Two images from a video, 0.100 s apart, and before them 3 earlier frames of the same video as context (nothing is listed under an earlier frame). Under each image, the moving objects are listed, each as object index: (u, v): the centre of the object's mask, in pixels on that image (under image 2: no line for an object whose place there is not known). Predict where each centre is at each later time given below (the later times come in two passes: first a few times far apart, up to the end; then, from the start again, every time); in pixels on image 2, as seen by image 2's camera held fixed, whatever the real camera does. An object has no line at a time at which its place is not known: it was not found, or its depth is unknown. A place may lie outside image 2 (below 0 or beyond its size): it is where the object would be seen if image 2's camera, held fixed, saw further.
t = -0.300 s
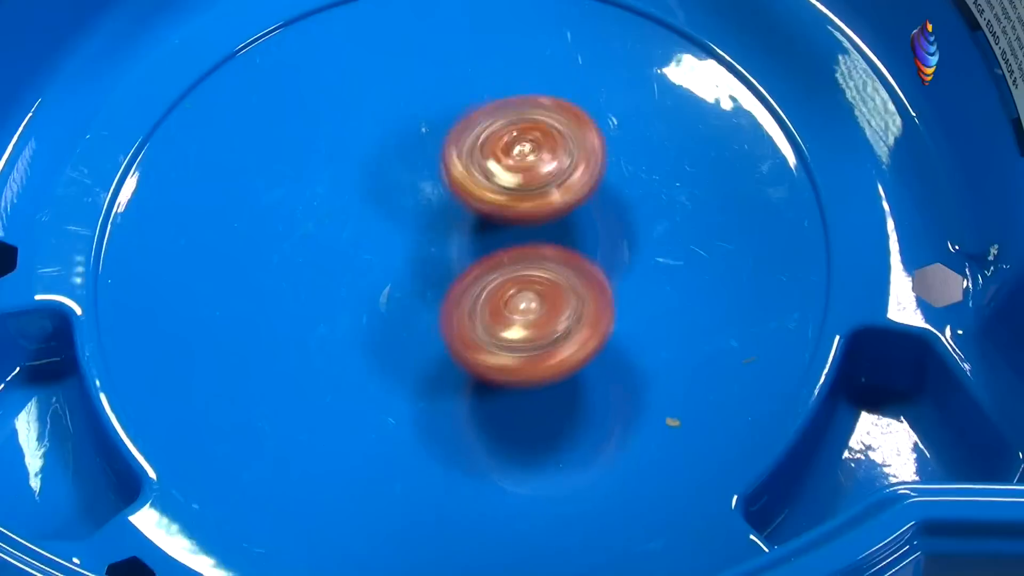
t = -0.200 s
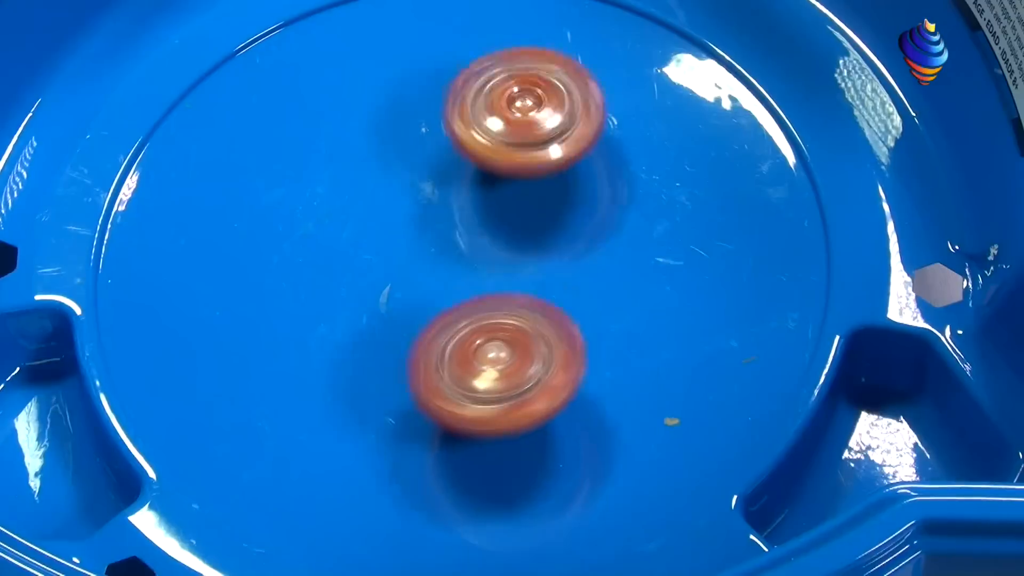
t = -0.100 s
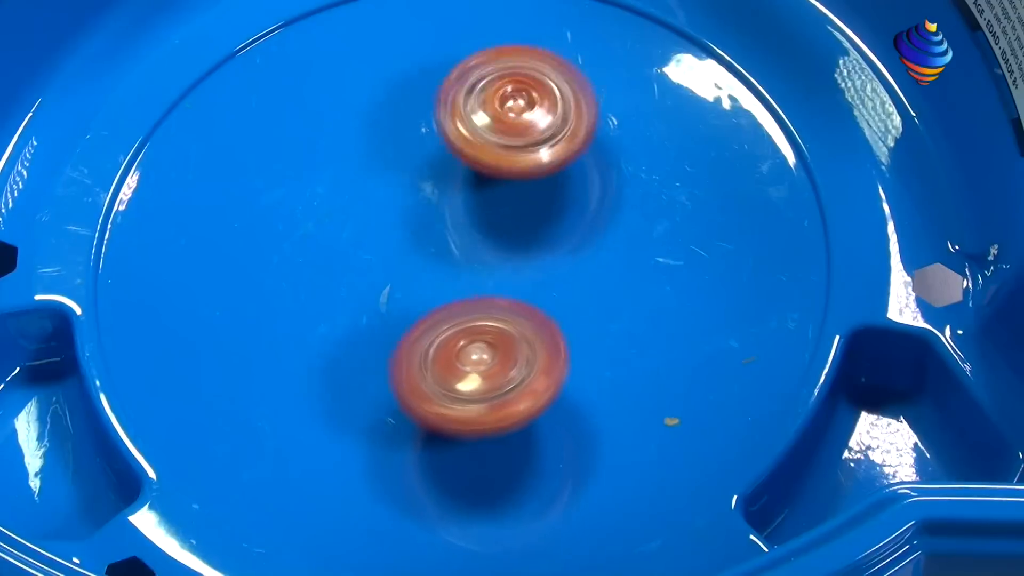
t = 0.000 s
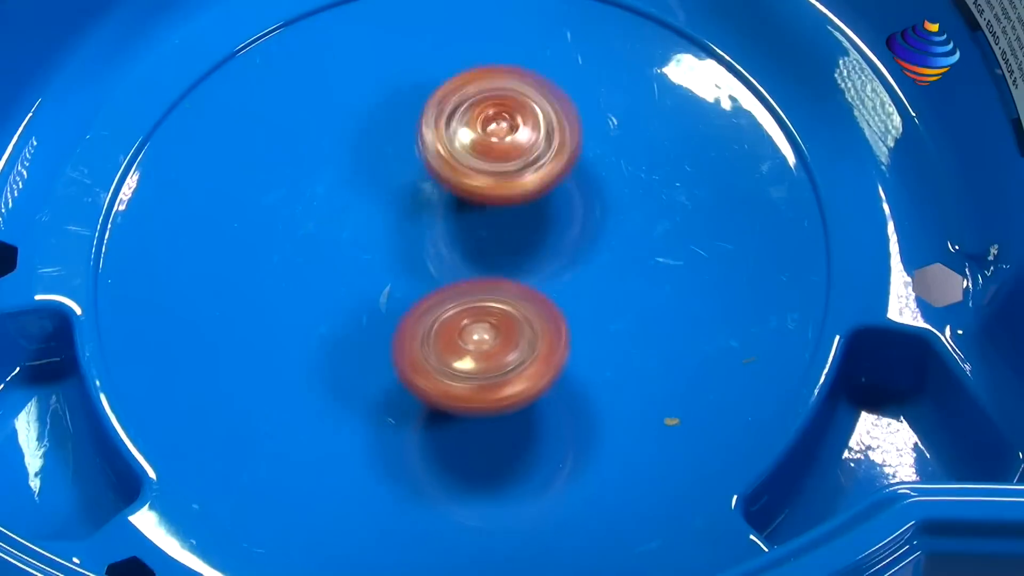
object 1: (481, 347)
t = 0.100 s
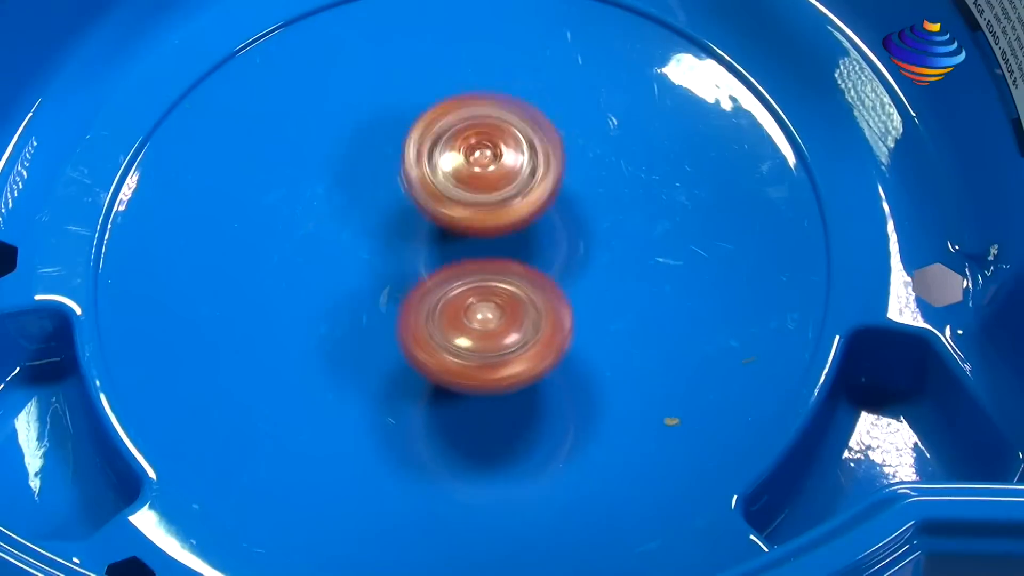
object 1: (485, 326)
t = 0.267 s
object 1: (464, 377)
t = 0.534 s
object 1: (451, 324)
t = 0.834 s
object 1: (414, 339)
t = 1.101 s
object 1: (420, 308)
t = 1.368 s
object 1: (404, 323)
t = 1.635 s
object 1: (449, 277)
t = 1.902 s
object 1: (439, 316)
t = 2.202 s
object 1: (442, 351)
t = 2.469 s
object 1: (478, 328)
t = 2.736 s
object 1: (480, 300)
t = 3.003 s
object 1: (469, 305)
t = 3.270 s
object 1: (469, 281)
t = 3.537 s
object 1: (448, 310)
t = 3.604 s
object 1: (448, 307)
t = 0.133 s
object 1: (485, 319)
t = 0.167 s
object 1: (483, 325)
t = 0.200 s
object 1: (476, 353)
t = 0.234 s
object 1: (470, 371)
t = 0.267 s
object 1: (464, 377)
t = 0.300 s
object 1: (460, 376)
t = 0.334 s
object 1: (456, 373)
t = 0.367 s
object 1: (454, 367)
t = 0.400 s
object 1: (454, 360)
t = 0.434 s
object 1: (453, 351)
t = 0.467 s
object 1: (453, 342)
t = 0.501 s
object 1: (452, 333)
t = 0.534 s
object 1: (451, 324)
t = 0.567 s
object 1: (449, 315)
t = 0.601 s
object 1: (445, 312)
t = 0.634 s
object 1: (433, 332)
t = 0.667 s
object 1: (423, 346)
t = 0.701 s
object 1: (415, 353)
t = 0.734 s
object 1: (410, 355)
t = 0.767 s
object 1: (409, 353)
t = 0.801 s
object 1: (411, 347)
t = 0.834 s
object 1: (414, 339)
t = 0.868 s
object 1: (419, 330)
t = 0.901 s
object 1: (422, 321)
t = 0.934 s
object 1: (425, 313)
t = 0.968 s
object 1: (427, 305)
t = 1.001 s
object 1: (428, 300)
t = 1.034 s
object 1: (424, 307)
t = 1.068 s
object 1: (420, 309)
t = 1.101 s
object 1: (420, 308)
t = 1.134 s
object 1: (422, 304)
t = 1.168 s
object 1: (425, 299)
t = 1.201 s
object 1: (428, 292)
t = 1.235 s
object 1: (416, 309)
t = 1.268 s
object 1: (407, 321)
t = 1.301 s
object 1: (402, 327)
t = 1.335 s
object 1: (401, 327)
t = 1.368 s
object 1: (404, 323)
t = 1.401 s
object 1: (410, 317)
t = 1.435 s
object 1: (416, 310)
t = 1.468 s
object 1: (422, 303)
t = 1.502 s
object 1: (430, 295)
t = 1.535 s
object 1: (439, 286)
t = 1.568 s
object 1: (446, 276)
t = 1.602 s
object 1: (453, 268)
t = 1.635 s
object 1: (449, 277)
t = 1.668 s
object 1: (445, 285)
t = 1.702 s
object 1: (444, 289)
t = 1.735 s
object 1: (446, 289)
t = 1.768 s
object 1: (451, 287)
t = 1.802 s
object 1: (456, 284)
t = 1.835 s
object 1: (462, 280)
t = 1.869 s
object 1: (457, 290)
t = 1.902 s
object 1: (439, 316)
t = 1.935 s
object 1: (425, 336)
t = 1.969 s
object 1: (415, 350)
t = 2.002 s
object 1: (410, 359)
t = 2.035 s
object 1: (411, 362)
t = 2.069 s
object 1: (414, 362)
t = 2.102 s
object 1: (420, 361)
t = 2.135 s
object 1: (427, 357)
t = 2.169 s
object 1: (434, 354)
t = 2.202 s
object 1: (442, 351)
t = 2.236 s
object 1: (449, 347)
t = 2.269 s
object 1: (455, 343)
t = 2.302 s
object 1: (462, 339)
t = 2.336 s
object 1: (466, 335)
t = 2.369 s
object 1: (470, 331)
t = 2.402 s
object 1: (474, 325)
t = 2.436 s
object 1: (477, 319)
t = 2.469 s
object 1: (478, 328)
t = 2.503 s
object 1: (476, 335)
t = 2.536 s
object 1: (476, 336)
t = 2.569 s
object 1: (474, 333)
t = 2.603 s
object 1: (476, 328)
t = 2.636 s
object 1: (477, 321)
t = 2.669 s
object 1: (479, 315)
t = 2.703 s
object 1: (480, 307)
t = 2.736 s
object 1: (480, 300)
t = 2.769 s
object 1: (481, 294)
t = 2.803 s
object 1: (480, 293)
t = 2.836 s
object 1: (479, 292)
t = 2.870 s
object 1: (479, 289)
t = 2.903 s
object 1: (477, 292)
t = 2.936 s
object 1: (474, 300)
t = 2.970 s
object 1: (470, 305)
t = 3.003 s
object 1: (469, 305)
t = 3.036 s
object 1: (467, 304)
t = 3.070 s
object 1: (468, 300)
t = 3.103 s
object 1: (468, 295)
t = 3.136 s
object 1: (470, 290)
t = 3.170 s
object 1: (471, 284)
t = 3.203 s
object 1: (473, 279)
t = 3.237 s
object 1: (471, 278)
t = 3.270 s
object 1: (469, 281)
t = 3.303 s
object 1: (469, 281)
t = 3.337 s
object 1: (468, 282)
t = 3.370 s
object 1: (469, 280)
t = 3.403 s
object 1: (461, 291)
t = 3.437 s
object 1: (456, 301)
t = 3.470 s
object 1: (452, 307)
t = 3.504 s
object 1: (449, 310)
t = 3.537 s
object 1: (448, 310)
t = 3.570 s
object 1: (447, 310)
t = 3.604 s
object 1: (448, 307)
